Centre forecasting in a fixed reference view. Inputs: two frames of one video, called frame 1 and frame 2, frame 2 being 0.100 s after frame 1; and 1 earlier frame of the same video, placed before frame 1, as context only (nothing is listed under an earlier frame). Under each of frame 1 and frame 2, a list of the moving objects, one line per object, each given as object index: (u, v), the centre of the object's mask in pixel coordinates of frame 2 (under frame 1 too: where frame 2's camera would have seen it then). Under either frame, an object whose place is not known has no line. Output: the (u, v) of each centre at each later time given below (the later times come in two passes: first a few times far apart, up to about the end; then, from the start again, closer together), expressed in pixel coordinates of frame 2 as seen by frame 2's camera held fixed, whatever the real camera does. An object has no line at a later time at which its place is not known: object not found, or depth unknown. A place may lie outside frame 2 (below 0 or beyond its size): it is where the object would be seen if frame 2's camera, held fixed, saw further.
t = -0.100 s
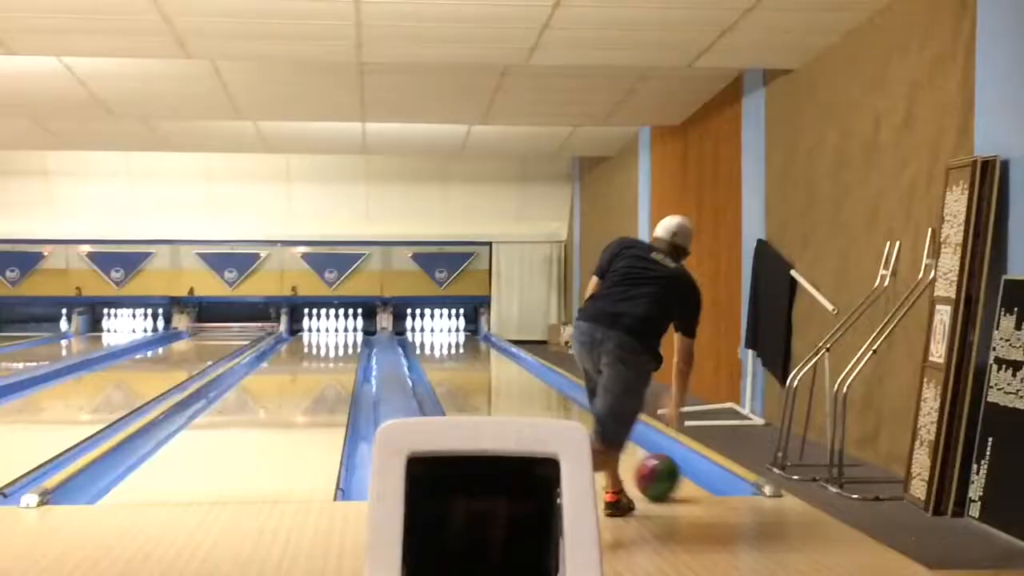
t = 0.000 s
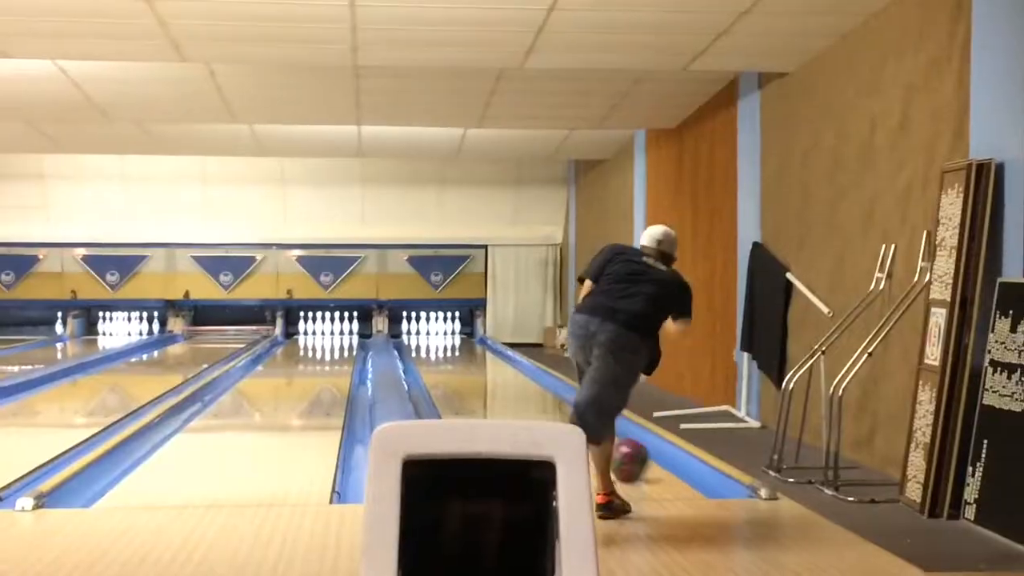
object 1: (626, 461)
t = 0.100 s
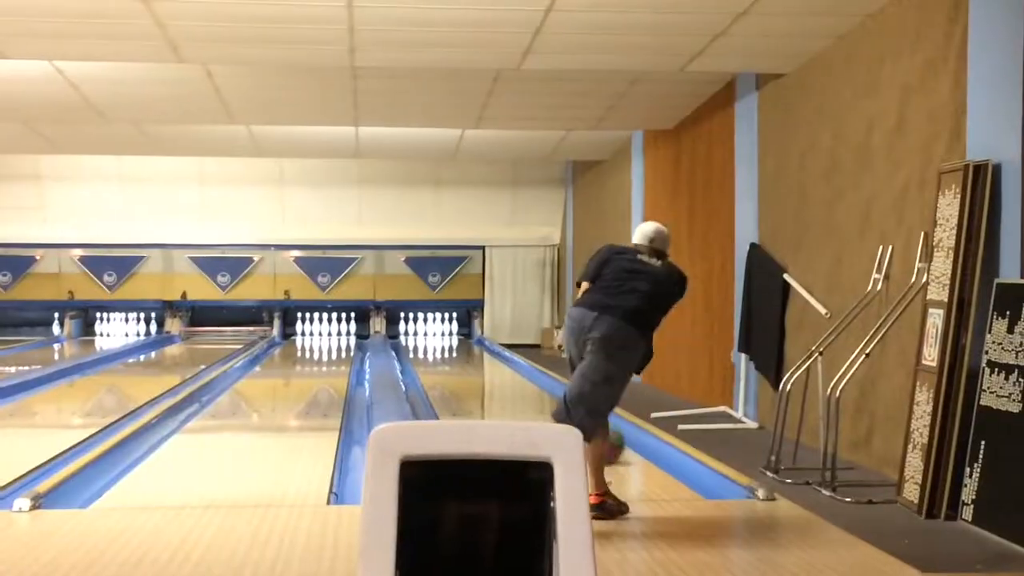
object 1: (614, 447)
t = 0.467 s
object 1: (553, 404)
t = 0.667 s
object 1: (534, 388)
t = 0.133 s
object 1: (611, 442)
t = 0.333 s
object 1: (562, 406)
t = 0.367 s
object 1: (561, 409)
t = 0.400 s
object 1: (560, 408)
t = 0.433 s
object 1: (556, 406)
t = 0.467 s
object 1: (553, 404)
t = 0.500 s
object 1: (550, 401)
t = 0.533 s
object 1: (546, 398)
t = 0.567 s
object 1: (543, 395)
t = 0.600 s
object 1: (540, 393)
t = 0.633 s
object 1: (537, 391)
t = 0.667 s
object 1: (534, 388)
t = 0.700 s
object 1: (531, 386)
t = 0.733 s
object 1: (528, 384)
